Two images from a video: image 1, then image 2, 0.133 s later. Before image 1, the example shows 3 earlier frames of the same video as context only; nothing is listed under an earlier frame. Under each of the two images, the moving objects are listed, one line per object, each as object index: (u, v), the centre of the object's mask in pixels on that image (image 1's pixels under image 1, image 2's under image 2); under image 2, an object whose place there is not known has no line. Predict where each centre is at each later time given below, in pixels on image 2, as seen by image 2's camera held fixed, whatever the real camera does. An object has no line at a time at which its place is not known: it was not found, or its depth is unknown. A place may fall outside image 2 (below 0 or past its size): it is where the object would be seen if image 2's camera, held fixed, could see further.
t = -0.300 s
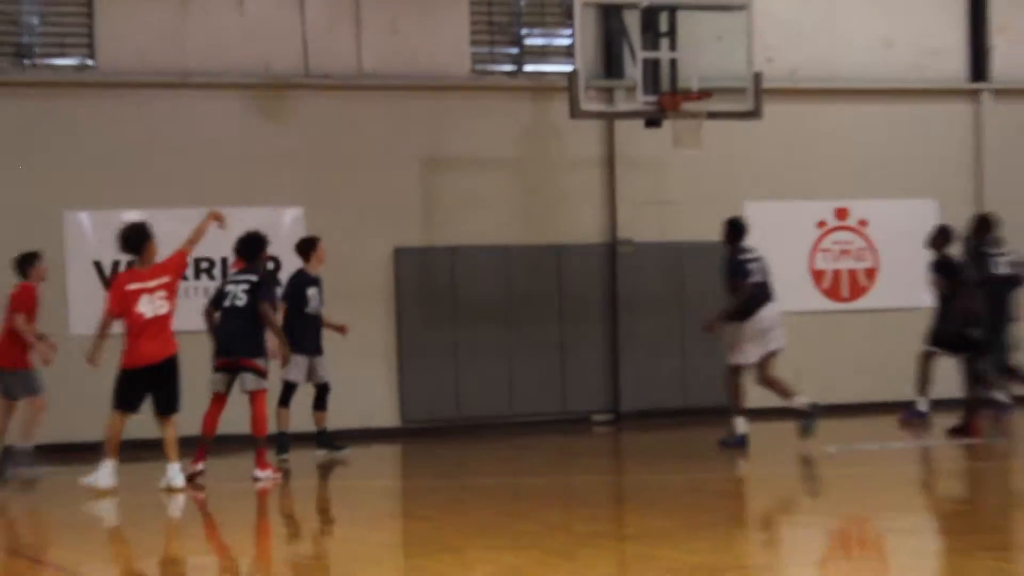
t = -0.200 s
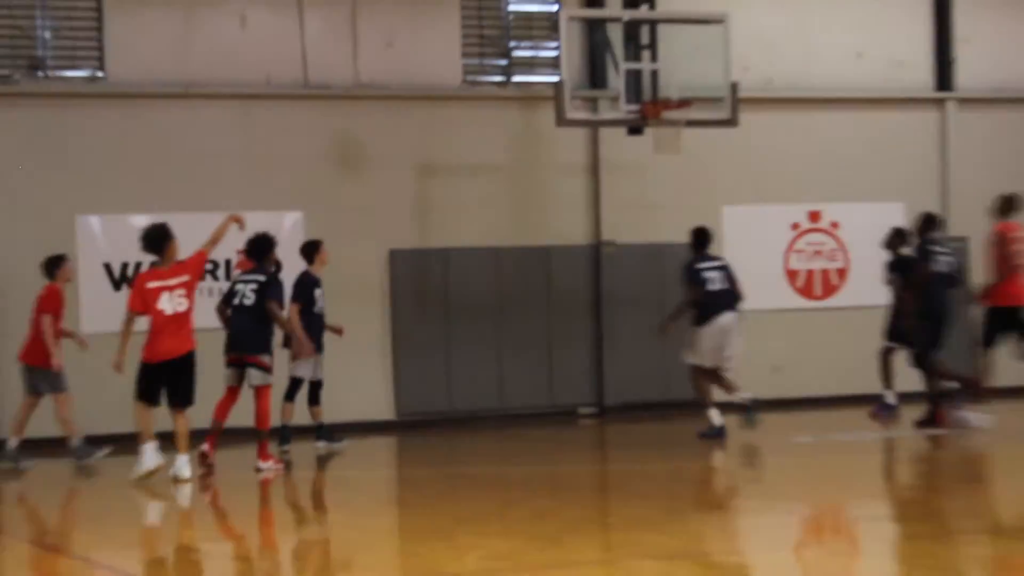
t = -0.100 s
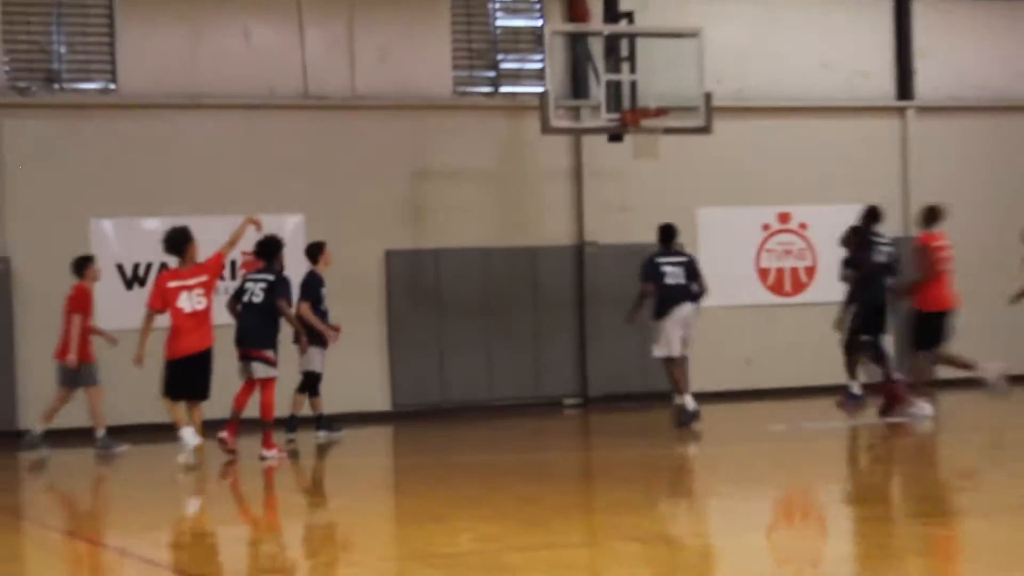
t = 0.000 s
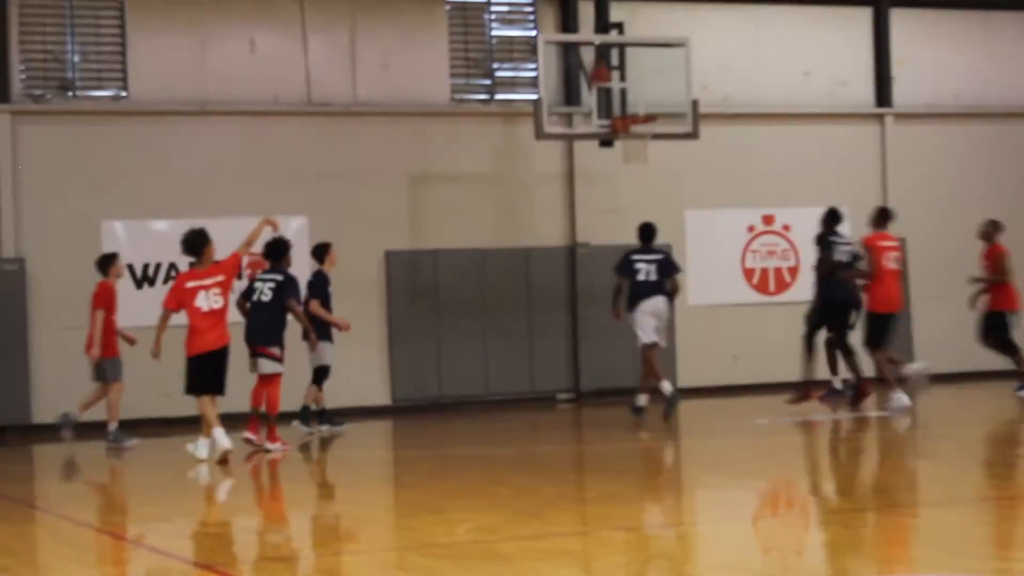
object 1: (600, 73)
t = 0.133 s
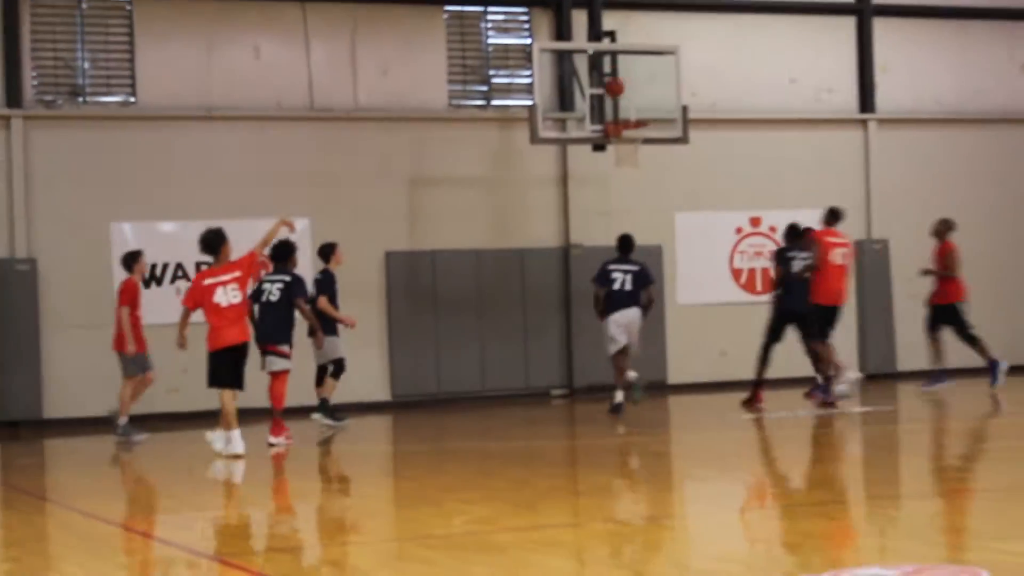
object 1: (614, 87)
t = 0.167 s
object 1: (618, 76)
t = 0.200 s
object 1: (621, 64)
